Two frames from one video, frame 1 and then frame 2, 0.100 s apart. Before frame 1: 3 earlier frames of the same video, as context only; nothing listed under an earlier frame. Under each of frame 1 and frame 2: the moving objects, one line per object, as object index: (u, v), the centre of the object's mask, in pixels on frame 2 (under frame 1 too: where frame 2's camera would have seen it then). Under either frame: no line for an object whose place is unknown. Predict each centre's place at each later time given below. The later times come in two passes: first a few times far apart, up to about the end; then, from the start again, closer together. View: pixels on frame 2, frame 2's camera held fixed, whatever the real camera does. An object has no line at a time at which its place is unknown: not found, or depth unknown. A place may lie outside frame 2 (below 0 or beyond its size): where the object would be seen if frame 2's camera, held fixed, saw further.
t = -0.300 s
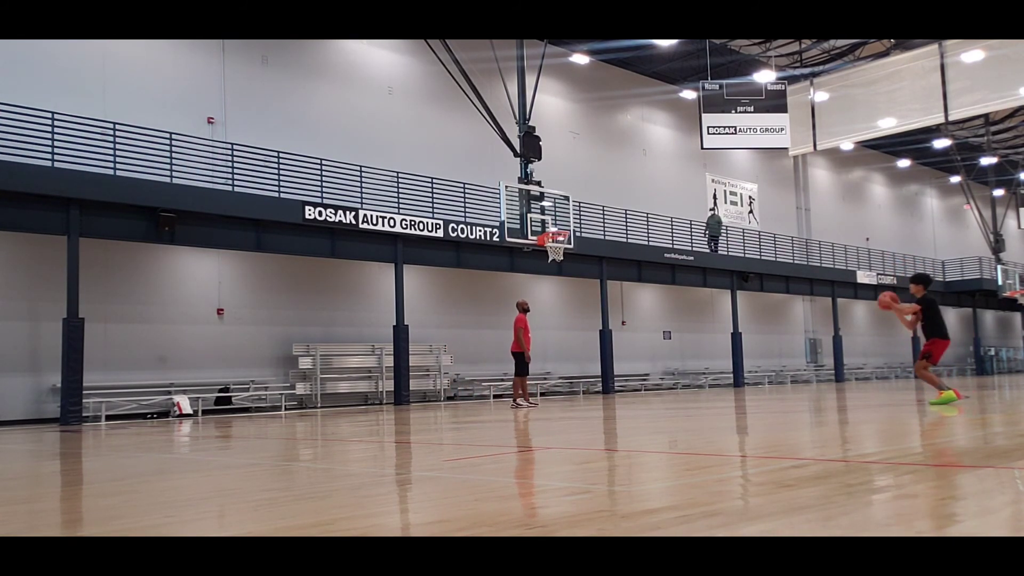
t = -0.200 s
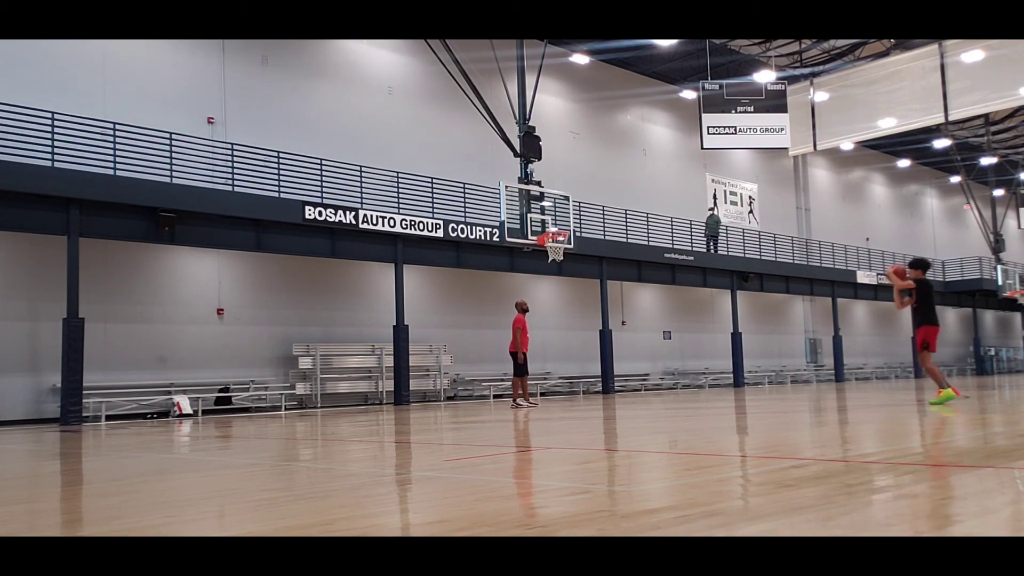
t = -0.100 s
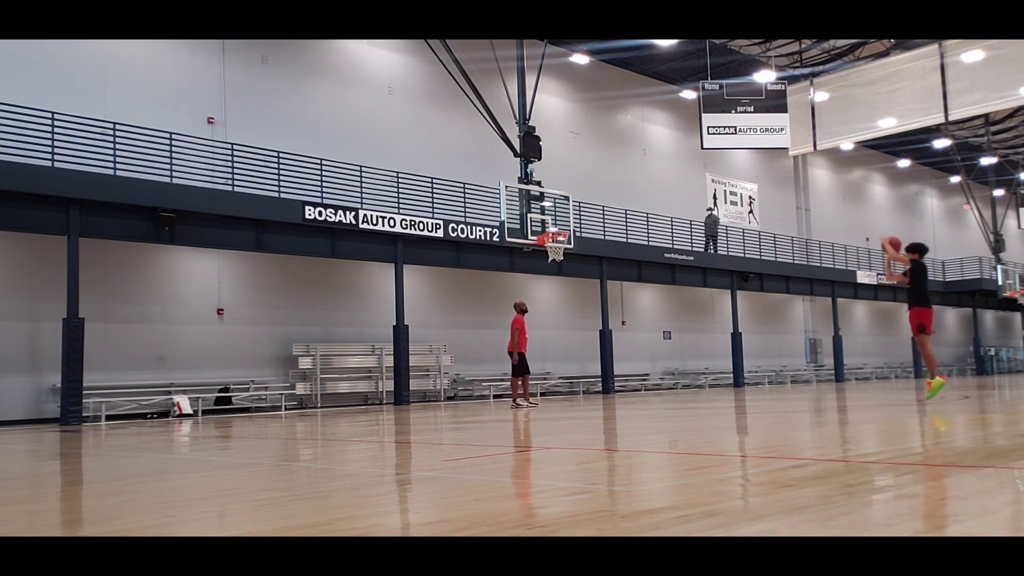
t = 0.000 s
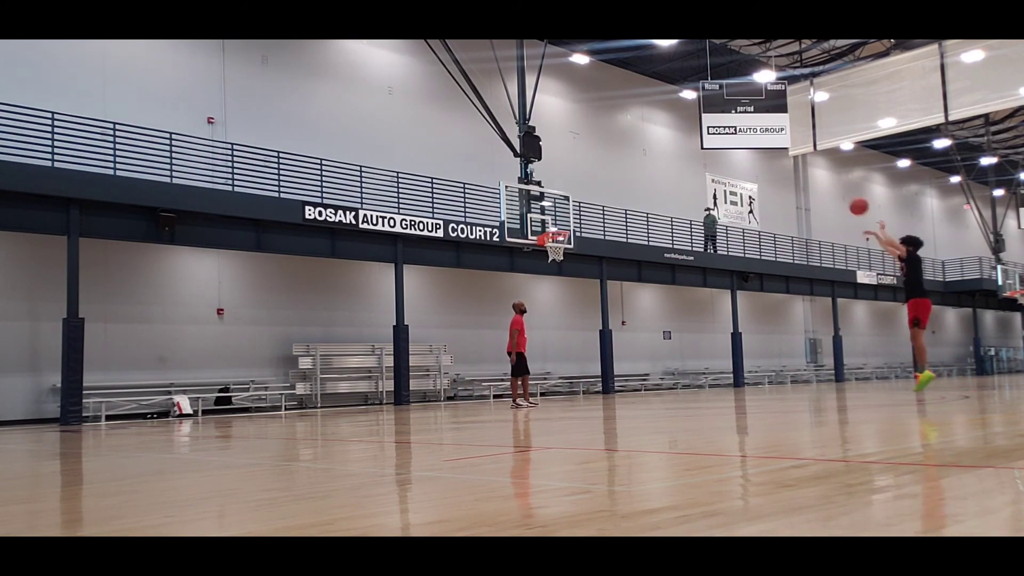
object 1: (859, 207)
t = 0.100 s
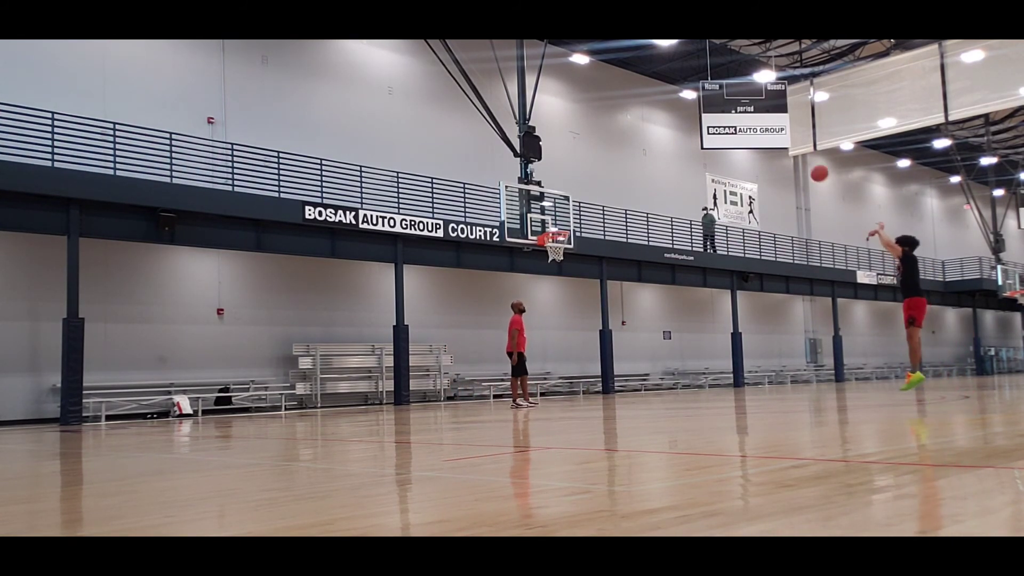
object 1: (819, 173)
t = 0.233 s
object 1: (772, 143)
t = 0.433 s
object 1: (710, 122)
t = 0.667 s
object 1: (648, 130)
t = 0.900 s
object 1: (596, 168)
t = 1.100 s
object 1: (557, 219)
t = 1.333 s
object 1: (573, 240)
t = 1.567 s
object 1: (564, 251)
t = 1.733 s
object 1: (551, 267)
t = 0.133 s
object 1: (807, 164)
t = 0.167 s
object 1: (795, 156)
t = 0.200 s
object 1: (783, 149)
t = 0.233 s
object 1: (772, 143)
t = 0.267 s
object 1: (761, 137)
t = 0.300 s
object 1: (750, 133)
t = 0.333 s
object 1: (740, 129)
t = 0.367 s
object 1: (730, 126)
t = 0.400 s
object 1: (720, 124)
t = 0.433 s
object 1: (710, 122)
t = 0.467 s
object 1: (700, 121)
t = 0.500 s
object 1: (691, 121)
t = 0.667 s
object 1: (648, 130)
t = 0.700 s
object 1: (640, 134)
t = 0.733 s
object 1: (632, 139)
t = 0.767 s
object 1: (625, 143)
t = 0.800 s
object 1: (617, 148)
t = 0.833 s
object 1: (610, 154)
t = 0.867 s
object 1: (603, 161)
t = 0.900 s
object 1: (596, 168)
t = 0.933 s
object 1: (589, 175)
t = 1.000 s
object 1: (576, 191)
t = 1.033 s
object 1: (569, 200)
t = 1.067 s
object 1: (563, 209)
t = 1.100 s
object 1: (557, 219)
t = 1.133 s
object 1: (550, 227)
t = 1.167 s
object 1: (551, 231)
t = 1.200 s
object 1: (558, 239)
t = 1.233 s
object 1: (568, 243)
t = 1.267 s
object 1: (571, 241)
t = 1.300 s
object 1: (572, 241)
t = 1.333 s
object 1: (573, 240)
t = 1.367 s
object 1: (573, 241)
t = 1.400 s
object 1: (572, 242)
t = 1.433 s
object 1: (571, 243)
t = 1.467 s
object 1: (570, 245)
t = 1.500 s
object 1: (569, 248)
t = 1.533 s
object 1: (567, 249)
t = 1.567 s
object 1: (564, 251)
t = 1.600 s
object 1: (561, 253)
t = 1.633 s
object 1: (557, 260)
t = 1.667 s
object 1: (555, 261)
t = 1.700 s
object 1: (553, 264)
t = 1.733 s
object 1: (551, 267)
